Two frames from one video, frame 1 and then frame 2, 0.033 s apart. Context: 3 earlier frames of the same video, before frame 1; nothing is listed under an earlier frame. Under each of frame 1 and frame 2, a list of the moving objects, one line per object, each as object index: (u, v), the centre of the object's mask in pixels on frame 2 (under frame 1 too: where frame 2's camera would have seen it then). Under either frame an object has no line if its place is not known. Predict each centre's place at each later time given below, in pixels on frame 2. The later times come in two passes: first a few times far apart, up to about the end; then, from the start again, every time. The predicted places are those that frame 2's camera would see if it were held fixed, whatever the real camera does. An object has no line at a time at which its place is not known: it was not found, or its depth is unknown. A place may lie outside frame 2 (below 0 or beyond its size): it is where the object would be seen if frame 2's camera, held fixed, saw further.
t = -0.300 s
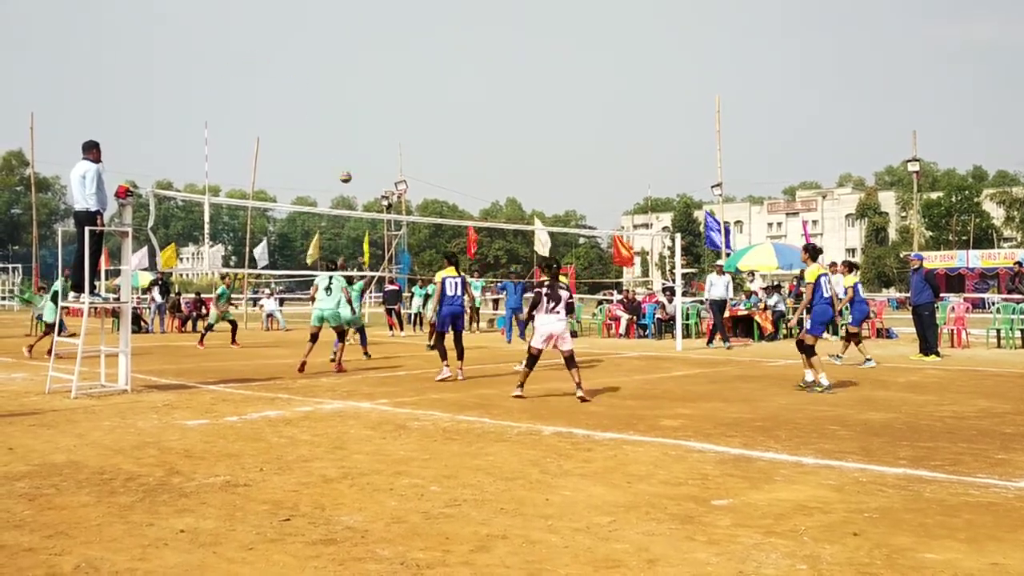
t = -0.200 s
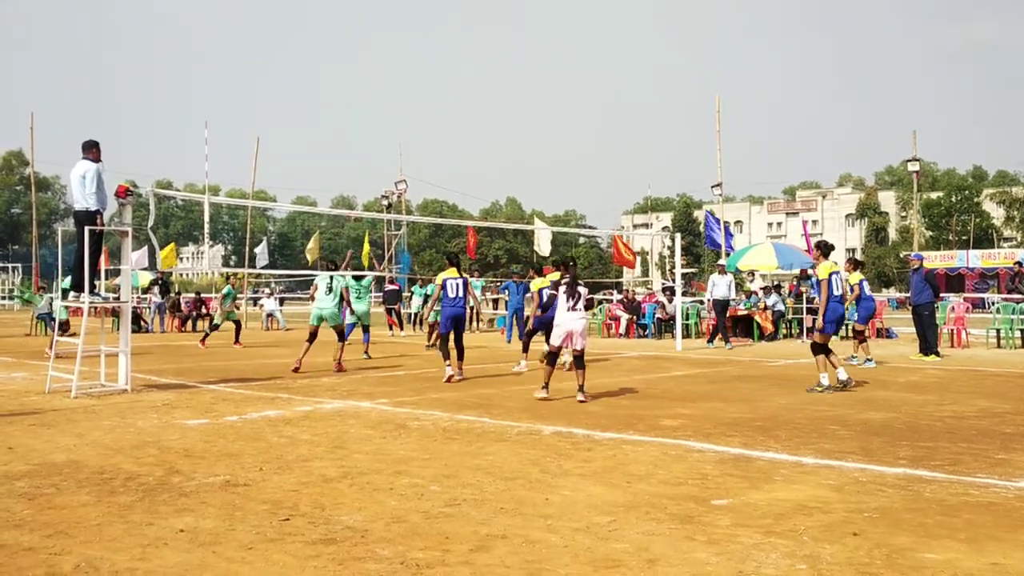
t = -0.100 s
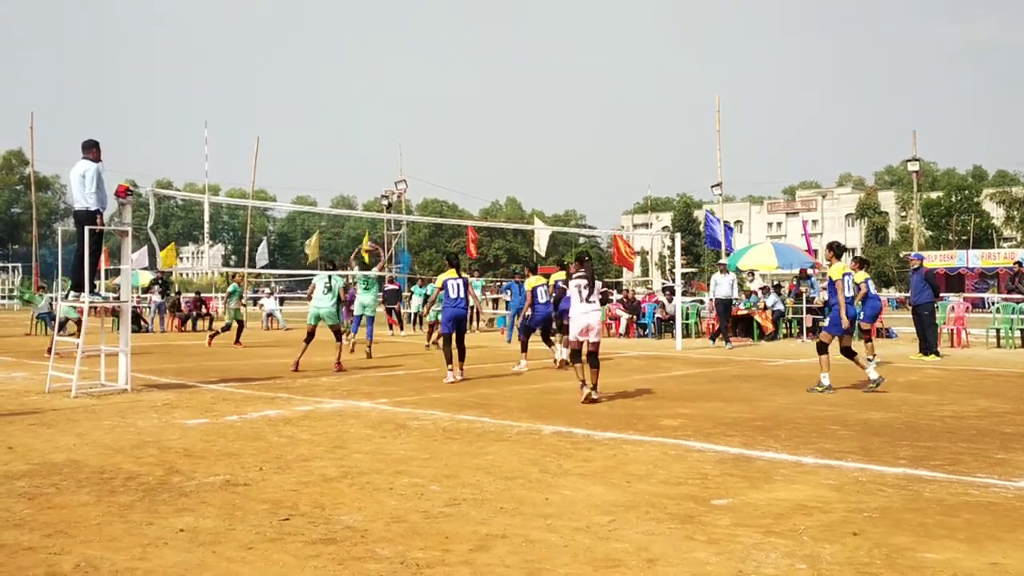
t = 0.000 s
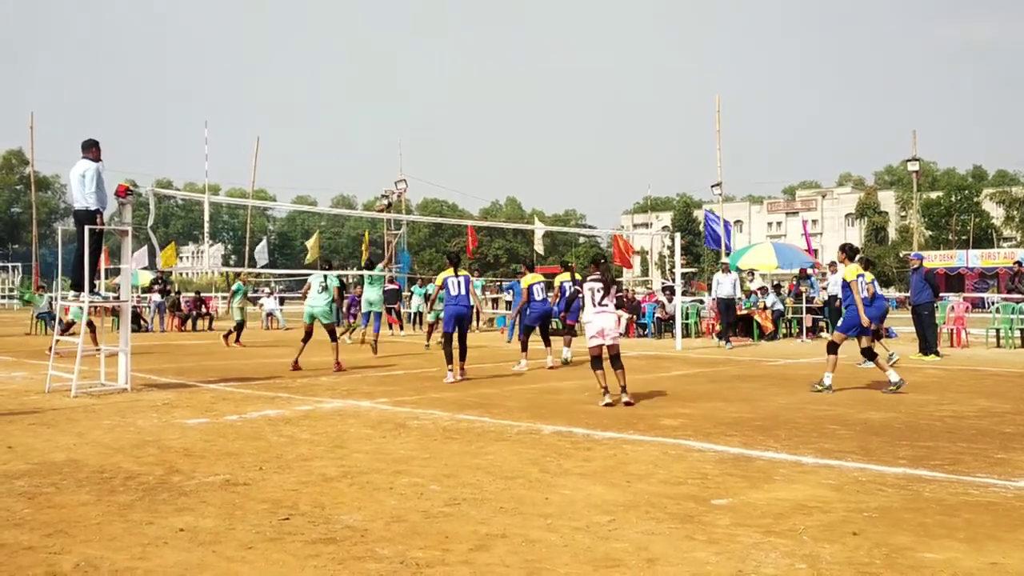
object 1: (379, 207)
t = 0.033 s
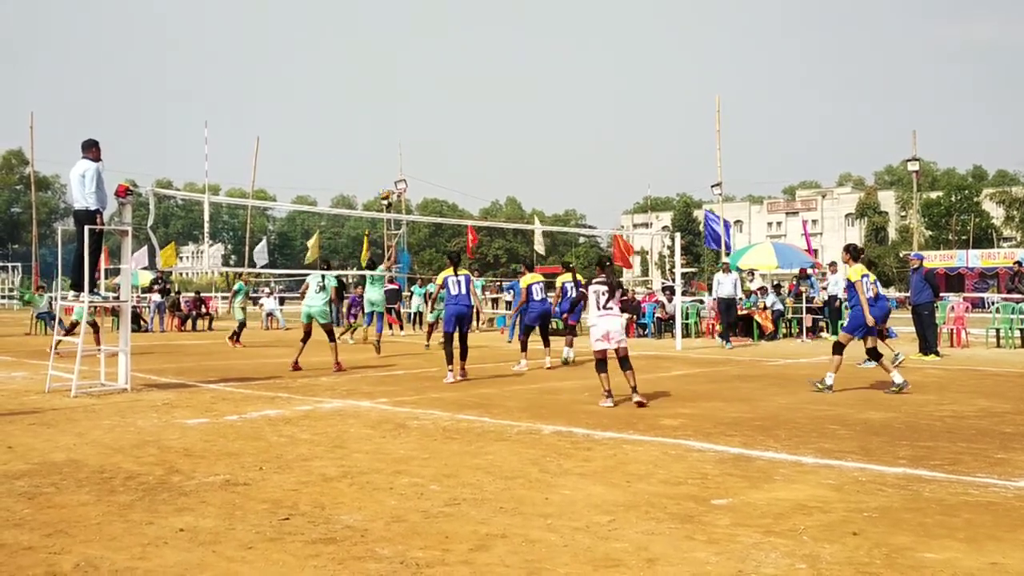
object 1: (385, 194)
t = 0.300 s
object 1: (415, 118)
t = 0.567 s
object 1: (442, 83)
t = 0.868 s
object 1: (472, 91)
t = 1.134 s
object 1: (497, 136)
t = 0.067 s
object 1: (388, 183)
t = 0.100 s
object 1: (392, 171)
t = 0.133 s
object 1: (396, 161)
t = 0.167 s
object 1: (400, 151)
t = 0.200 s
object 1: (403, 142)
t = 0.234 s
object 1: (407, 133)
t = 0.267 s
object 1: (411, 125)
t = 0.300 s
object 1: (415, 118)
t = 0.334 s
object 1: (418, 111)
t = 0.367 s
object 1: (422, 106)
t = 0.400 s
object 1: (425, 100)
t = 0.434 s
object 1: (429, 95)
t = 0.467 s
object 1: (432, 91)
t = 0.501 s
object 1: (435, 88)
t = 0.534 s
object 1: (438, 85)
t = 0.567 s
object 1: (442, 83)
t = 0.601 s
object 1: (445, 81)
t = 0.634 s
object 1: (449, 81)
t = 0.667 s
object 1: (452, 80)
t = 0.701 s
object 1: (455, 80)
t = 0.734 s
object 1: (459, 81)
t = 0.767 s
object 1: (462, 83)
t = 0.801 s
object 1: (465, 85)
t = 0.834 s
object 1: (468, 87)
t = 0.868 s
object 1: (472, 91)
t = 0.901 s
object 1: (475, 94)
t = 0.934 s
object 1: (478, 99)
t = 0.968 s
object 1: (481, 104)
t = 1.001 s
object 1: (485, 109)
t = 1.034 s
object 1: (487, 115)
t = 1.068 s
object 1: (491, 122)
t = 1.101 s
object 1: (494, 129)
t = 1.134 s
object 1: (497, 136)
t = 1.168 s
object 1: (500, 144)
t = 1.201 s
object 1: (503, 153)
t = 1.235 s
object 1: (506, 162)
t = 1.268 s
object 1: (509, 172)
